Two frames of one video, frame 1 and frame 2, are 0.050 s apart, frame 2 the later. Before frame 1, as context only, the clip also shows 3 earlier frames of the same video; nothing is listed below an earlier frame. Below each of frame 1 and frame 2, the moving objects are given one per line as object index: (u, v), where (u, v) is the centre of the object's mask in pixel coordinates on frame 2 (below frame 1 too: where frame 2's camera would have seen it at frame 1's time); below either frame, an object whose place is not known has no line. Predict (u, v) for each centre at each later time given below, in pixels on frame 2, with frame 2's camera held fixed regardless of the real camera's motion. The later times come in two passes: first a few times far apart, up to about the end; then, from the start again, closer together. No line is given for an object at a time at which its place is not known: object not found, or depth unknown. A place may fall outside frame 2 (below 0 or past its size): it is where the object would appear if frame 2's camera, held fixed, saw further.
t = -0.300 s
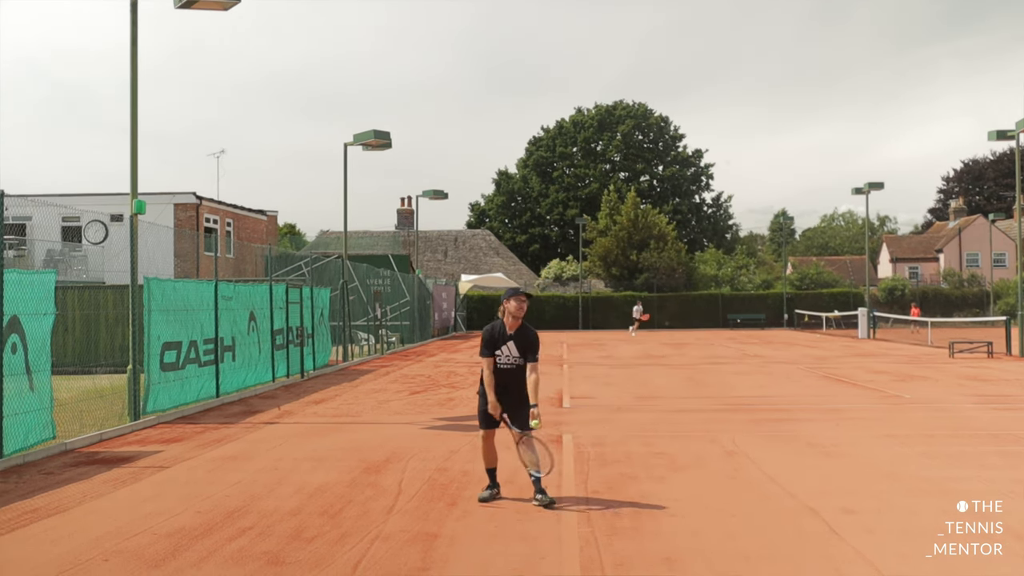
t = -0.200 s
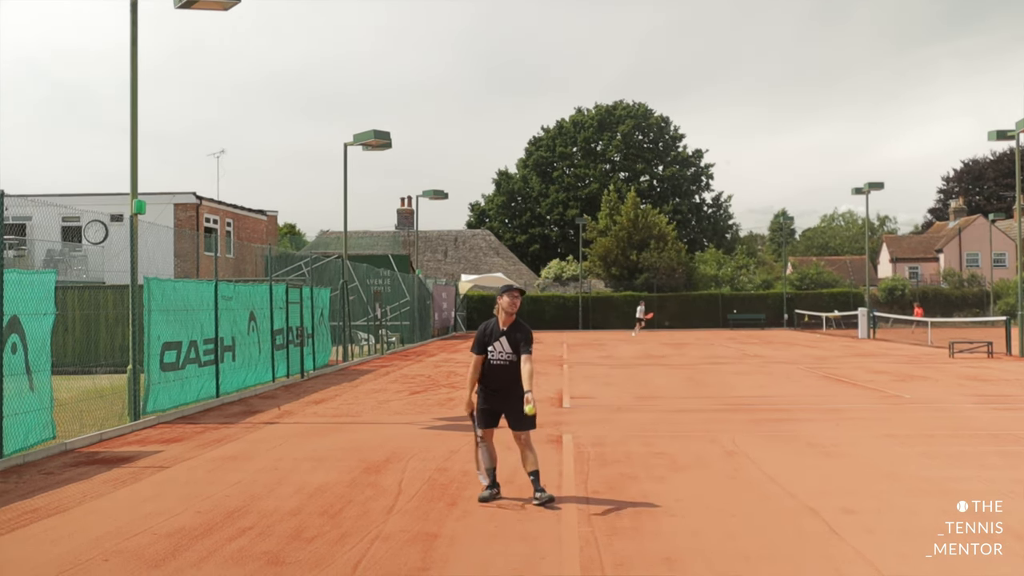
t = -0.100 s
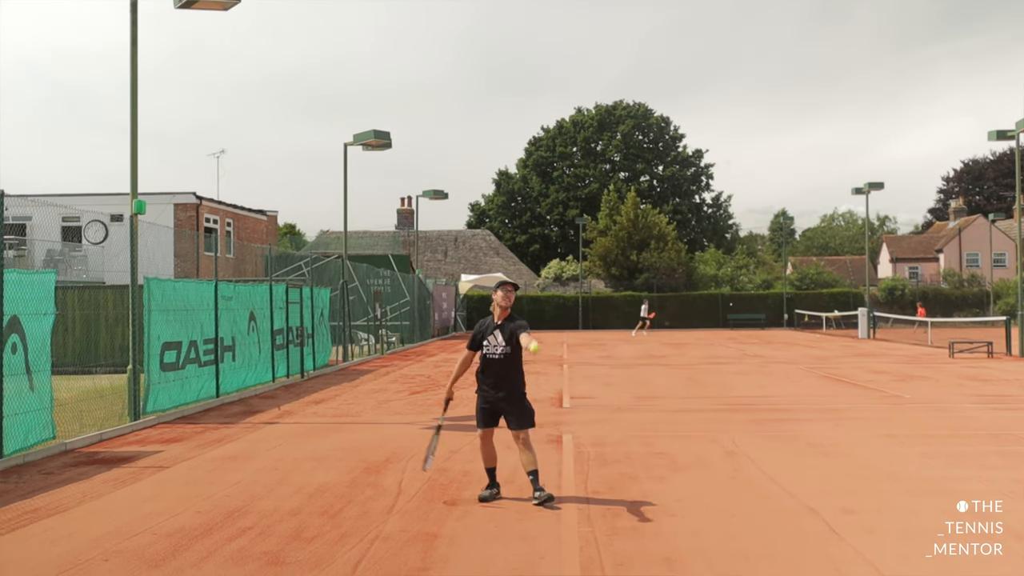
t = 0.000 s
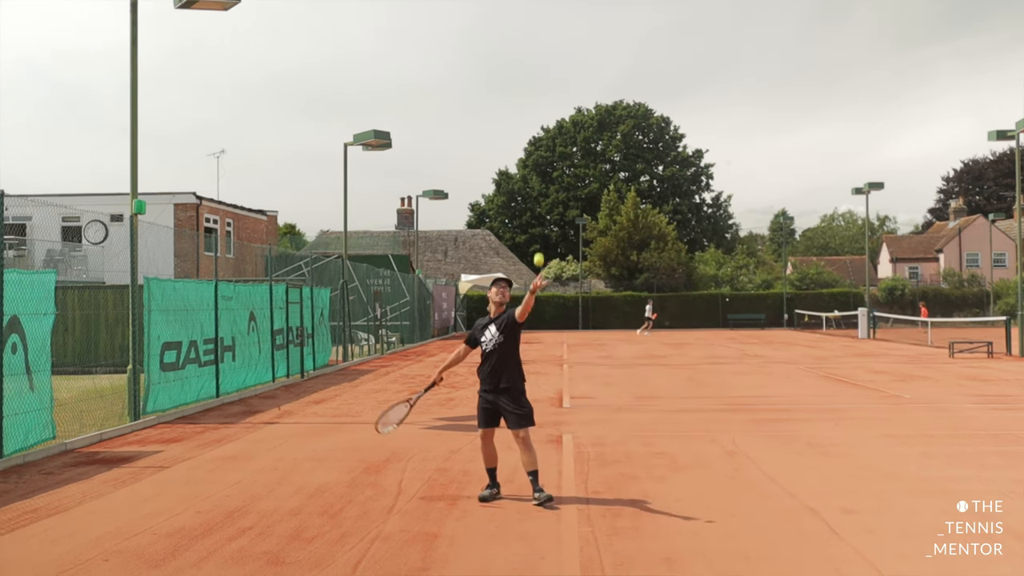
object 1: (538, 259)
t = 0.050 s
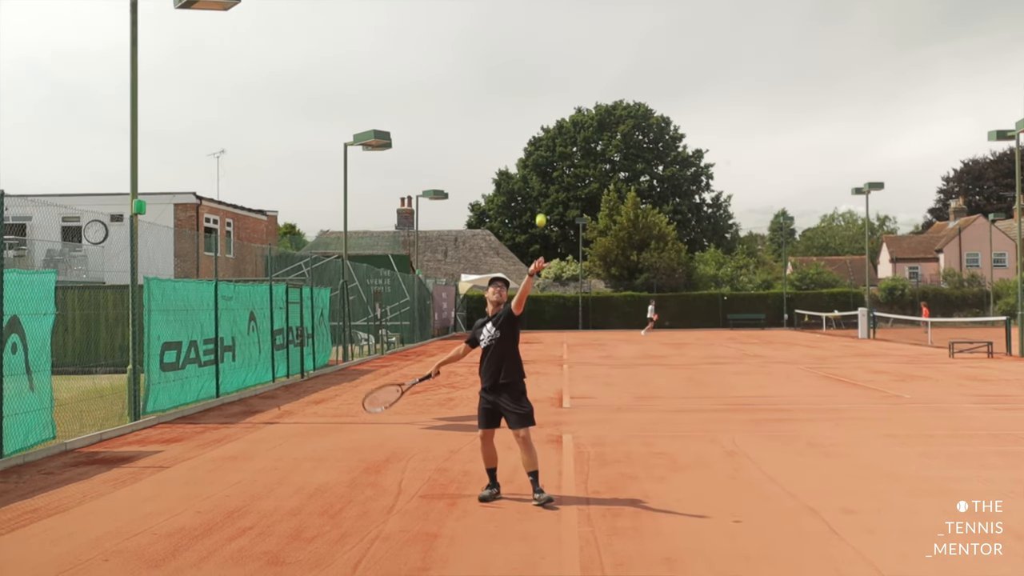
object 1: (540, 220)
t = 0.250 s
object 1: (549, 99)
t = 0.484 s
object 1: (560, 28)
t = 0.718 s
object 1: (573, 30)
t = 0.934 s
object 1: (586, 97)
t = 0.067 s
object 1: (541, 208)
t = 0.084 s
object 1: (542, 196)
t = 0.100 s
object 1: (543, 185)
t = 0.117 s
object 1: (543, 173)
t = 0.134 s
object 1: (544, 163)
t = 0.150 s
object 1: (544, 152)
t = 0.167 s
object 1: (545, 142)
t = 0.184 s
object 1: (546, 133)
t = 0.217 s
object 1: (547, 115)
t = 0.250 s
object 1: (549, 99)
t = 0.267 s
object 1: (549, 91)
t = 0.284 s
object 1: (550, 84)
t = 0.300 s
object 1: (551, 77)
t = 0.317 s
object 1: (552, 71)
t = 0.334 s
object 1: (553, 65)
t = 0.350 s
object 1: (553, 59)
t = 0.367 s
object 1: (554, 54)
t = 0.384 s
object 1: (555, 49)
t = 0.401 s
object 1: (556, 45)
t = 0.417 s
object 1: (557, 41)
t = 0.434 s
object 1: (558, 37)
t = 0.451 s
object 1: (558, 34)
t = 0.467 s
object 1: (559, 31)
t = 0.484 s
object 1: (560, 28)
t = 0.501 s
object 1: (561, 26)
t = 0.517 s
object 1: (562, 24)
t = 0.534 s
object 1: (563, 22)
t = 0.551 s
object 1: (564, 21)
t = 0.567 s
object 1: (564, 21)
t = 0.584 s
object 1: (565, 20)
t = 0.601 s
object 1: (566, 20)
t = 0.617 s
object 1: (567, 21)
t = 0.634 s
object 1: (568, 21)
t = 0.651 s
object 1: (569, 22)
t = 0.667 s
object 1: (570, 24)
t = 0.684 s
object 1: (571, 26)
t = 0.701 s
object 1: (572, 28)
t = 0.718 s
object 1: (573, 30)
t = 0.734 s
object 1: (574, 33)
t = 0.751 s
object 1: (575, 37)
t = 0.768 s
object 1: (576, 41)
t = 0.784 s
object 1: (577, 44)
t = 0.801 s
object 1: (578, 49)
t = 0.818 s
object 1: (579, 54)
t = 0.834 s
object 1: (580, 59)
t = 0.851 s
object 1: (581, 64)
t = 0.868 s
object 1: (582, 70)
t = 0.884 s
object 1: (583, 77)
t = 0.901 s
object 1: (584, 83)
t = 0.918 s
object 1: (585, 90)
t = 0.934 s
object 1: (586, 97)
